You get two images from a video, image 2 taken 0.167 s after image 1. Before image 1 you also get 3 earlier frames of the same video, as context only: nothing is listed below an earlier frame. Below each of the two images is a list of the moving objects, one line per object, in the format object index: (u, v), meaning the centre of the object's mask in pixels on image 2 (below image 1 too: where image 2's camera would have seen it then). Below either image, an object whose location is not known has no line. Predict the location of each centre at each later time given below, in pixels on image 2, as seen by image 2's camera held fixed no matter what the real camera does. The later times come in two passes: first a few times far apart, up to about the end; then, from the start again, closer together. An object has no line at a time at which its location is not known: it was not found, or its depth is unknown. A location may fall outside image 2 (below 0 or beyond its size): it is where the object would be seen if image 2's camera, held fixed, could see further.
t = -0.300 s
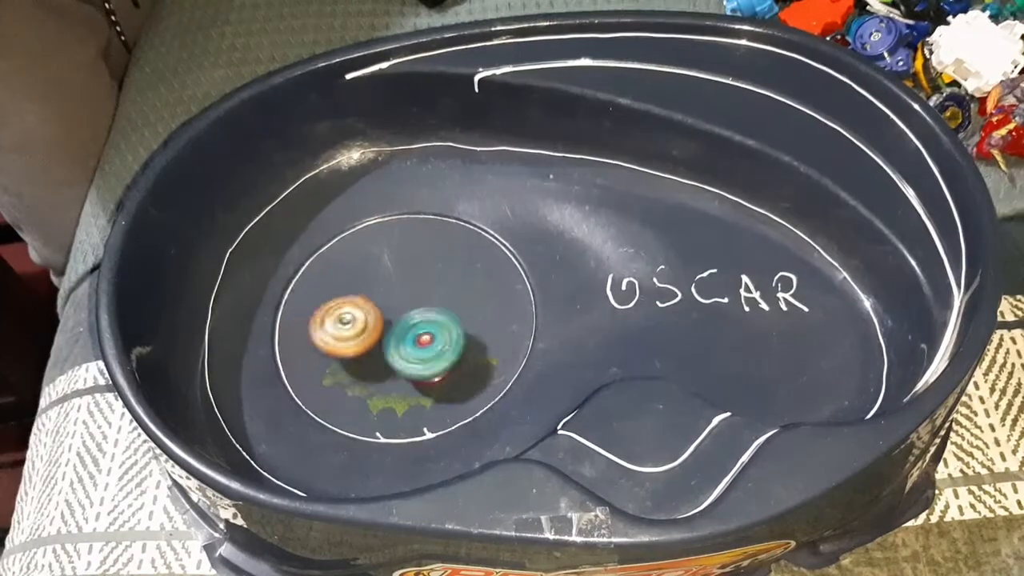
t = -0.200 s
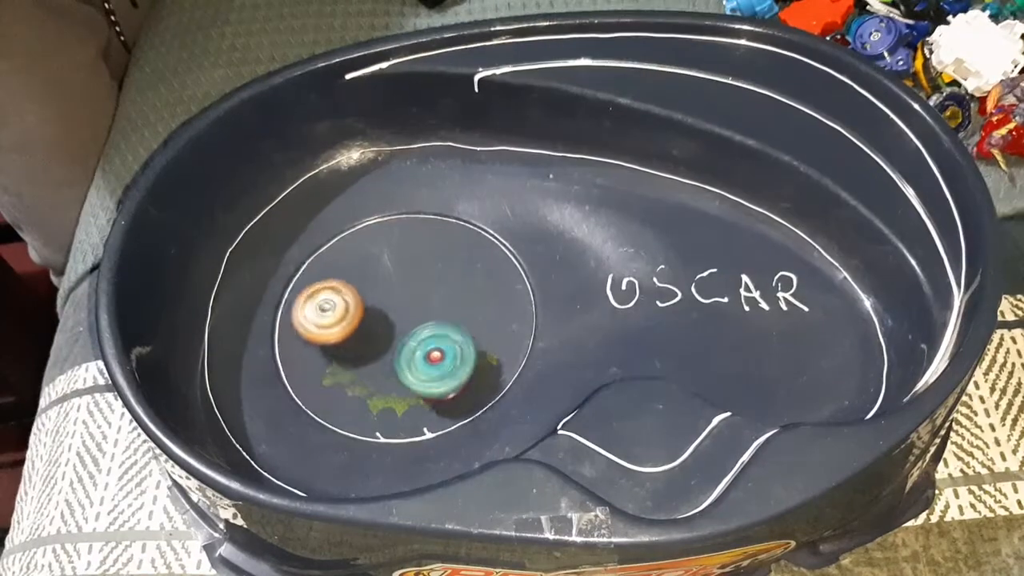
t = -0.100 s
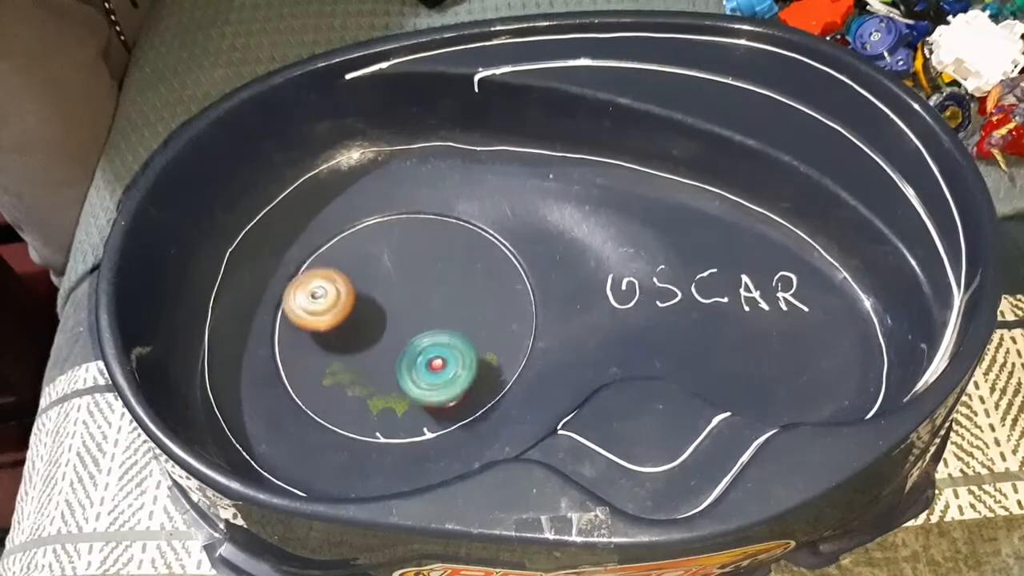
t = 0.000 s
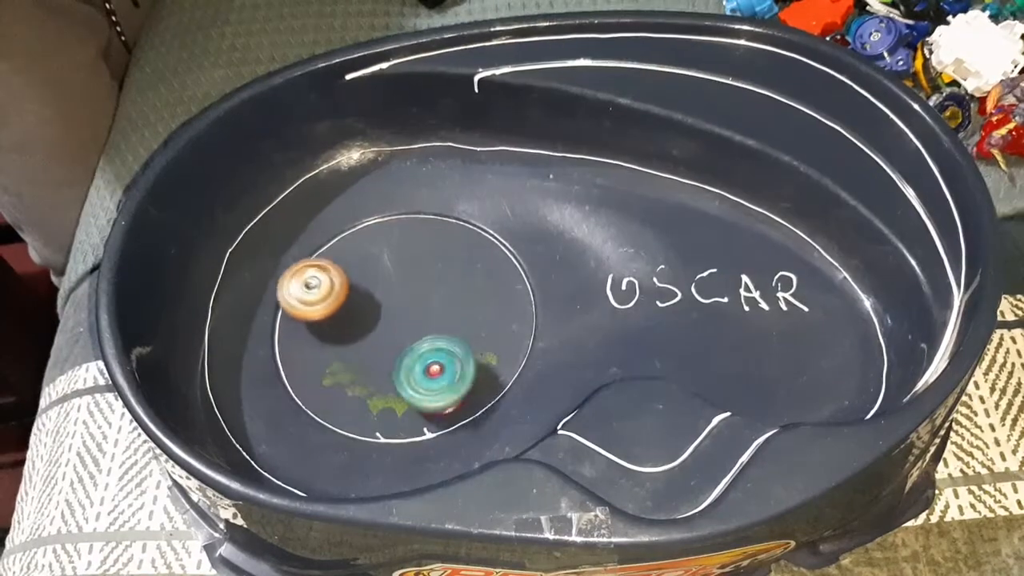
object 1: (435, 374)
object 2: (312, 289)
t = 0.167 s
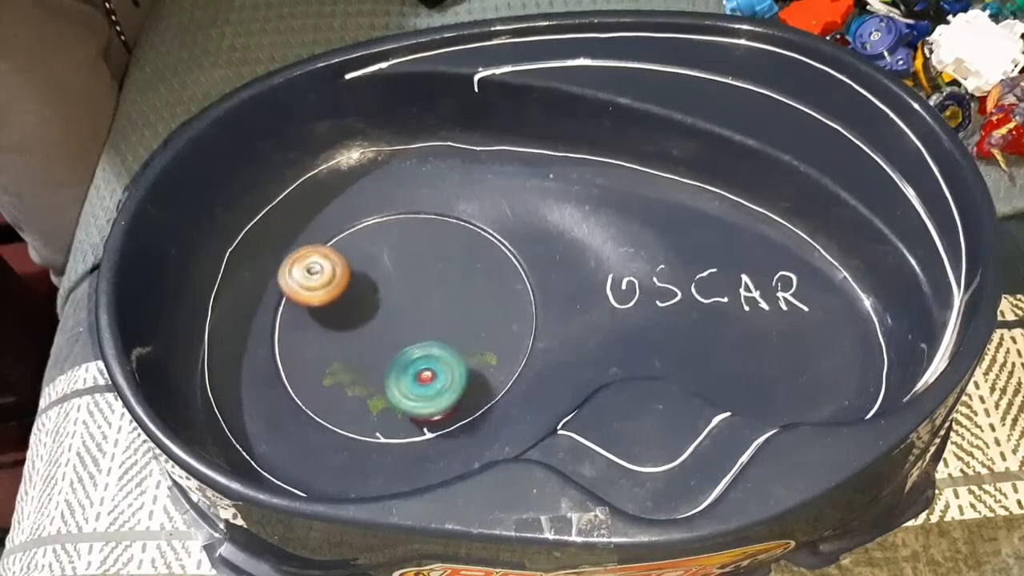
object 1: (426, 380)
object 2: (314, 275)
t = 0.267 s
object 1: (416, 381)
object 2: (322, 275)
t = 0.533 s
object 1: (383, 371)
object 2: (352, 294)
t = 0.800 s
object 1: (368, 390)
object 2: (381, 288)
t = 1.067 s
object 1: (360, 381)
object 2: (413, 302)
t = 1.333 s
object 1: (334, 369)
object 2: (442, 325)
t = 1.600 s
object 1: (318, 355)
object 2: (451, 347)
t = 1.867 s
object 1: (326, 334)
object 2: (423, 366)
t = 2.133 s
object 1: (344, 311)
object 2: (381, 378)
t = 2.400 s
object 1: (368, 300)
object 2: (343, 377)
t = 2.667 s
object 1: (392, 302)
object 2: (324, 357)
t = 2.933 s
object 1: (410, 317)
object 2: (317, 338)
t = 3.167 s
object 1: (413, 337)
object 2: (327, 328)
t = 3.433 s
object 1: (409, 361)
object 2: (336, 319)
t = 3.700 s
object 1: (393, 375)
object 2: (357, 314)
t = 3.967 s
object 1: (378, 386)
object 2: (378, 309)
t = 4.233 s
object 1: (360, 395)
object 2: (395, 304)
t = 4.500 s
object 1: (352, 392)
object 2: (406, 300)
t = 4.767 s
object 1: (342, 376)
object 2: (404, 301)
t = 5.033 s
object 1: (338, 369)
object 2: (406, 300)
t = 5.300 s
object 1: (309, 392)
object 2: (426, 285)
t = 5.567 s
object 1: (322, 389)
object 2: (438, 277)
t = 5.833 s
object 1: (337, 363)
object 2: (421, 297)
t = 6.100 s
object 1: (343, 352)
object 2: (430, 310)
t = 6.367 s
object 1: (345, 351)
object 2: (450, 321)
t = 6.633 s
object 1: (341, 354)
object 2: (459, 331)
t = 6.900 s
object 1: (350, 349)
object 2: (436, 347)
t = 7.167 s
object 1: (324, 342)
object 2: (441, 362)
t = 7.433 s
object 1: (327, 332)
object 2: (416, 377)
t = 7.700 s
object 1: (336, 311)
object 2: (400, 400)
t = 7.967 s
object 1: (350, 293)
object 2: (404, 413)
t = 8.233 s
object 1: (376, 299)
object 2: (398, 390)
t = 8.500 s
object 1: (388, 281)
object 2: (379, 409)
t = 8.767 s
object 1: (388, 278)
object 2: (365, 414)
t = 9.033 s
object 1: (382, 295)
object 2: (355, 391)
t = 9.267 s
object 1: (365, 308)
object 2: (337, 379)
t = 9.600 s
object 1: (368, 290)
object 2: (321, 395)
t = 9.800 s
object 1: (372, 293)
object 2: (335, 385)
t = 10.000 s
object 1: (381, 291)
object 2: (340, 372)
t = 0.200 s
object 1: (423, 381)
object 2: (316, 274)
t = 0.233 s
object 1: (420, 381)
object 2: (319, 274)
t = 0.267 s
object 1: (416, 381)
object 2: (322, 275)
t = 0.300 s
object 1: (413, 381)
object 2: (325, 276)
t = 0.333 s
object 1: (409, 380)
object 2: (329, 277)
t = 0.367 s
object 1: (406, 380)
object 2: (332, 279)
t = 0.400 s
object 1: (401, 379)
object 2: (336, 282)
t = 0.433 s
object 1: (397, 377)
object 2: (339, 285)
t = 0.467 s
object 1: (393, 375)
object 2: (343, 288)
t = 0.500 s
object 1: (388, 373)
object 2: (347, 291)
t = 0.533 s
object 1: (383, 371)
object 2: (352, 294)
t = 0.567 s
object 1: (379, 368)
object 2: (357, 297)
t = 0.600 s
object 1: (375, 368)
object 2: (361, 299)
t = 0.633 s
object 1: (374, 378)
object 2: (362, 292)
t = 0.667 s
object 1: (371, 384)
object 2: (364, 289)
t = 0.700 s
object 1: (369, 387)
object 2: (367, 288)
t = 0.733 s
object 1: (369, 388)
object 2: (372, 287)
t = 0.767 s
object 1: (368, 389)
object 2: (377, 287)
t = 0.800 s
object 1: (368, 390)
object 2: (381, 288)
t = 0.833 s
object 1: (367, 390)
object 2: (386, 288)
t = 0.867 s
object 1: (366, 390)
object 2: (390, 289)
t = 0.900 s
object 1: (365, 390)
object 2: (394, 290)
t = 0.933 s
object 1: (364, 389)
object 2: (398, 292)
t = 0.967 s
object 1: (364, 387)
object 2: (402, 294)
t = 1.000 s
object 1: (363, 385)
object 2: (406, 296)
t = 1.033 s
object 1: (361, 383)
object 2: (409, 299)
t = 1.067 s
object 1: (360, 381)
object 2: (413, 302)
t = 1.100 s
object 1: (358, 379)
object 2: (415, 305)
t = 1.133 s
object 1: (356, 374)
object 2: (420, 312)
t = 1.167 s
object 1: (356, 372)
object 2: (421, 316)
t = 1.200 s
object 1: (355, 368)
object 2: (423, 320)
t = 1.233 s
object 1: (349, 368)
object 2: (429, 321)
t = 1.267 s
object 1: (342, 369)
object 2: (434, 320)
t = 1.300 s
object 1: (337, 370)
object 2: (438, 323)
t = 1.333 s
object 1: (334, 369)
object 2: (442, 325)
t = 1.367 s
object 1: (330, 368)
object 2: (445, 327)
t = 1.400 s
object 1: (327, 367)
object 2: (447, 330)
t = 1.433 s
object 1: (325, 366)
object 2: (449, 333)
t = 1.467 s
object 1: (323, 364)
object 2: (450, 335)
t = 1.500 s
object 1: (321, 362)
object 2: (452, 338)
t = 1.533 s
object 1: (320, 360)
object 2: (452, 341)
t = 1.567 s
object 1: (319, 358)
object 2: (451, 344)
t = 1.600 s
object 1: (318, 355)
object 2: (451, 347)
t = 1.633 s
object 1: (318, 353)
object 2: (449, 350)
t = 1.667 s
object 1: (318, 350)
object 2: (447, 353)
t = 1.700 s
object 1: (318, 348)
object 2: (444, 356)
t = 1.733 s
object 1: (319, 345)
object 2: (441, 358)
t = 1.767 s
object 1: (320, 342)
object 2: (437, 360)
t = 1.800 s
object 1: (322, 340)
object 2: (433, 362)
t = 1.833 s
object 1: (324, 337)
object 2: (428, 364)
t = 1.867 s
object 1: (326, 334)
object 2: (423, 366)
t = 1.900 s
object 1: (329, 331)
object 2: (417, 368)
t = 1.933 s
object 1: (331, 328)
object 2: (411, 369)
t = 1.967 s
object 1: (334, 326)
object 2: (405, 370)
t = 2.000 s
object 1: (337, 323)
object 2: (399, 371)
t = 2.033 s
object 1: (339, 321)
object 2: (394, 373)
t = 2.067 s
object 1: (340, 316)
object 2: (391, 375)
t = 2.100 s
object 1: (342, 314)
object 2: (387, 377)
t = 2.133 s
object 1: (344, 311)
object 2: (381, 378)
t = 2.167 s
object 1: (346, 309)
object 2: (376, 379)
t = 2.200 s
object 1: (349, 307)
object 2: (371, 380)
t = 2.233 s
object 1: (352, 305)
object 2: (366, 381)
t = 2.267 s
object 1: (355, 304)
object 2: (361, 381)
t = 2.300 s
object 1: (358, 303)
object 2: (356, 380)
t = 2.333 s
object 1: (362, 302)
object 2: (351, 380)
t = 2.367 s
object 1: (365, 301)
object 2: (347, 379)
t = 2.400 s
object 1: (368, 300)
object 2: (343, 377)
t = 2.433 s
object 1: (372, 299)
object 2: (339, 376)
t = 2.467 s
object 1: (375, 299)
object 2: (336, 374)
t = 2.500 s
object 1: (378, 298)
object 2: (333, 371)
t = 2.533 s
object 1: (381, 298)
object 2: (330, 369)
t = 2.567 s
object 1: (384, 299)
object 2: (328, 366)
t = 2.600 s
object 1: (387, 299)
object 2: (326, 363)
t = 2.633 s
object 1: (390, 300)
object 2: (324, 360)
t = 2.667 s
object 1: (392, 302)
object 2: (324, 357)
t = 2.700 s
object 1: (394, 303)
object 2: (323, 354)
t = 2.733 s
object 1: (396, 305)
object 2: (323, 350)
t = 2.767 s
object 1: (398, 307)
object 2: (324, 347)
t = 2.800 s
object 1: (402, 308)
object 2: (321, 346)
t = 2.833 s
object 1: (404, 310)
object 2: (320, 344)
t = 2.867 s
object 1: (406, 312)
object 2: (319, 342)
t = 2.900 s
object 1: (408, 315)
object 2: (318, 340)
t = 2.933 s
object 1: (410, 317)
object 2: (317, 338)
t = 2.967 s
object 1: (412, 319)
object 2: (318, 337)
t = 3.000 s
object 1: (413, 322)
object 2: (318, 335)
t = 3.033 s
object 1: (413, 325)
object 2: (319, 333)
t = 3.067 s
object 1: (414, 328)
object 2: (320, 332)
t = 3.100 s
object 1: (414, 331)
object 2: (322, 331)
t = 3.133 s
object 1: (414, 334)
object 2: (324, 330)
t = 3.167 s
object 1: (413, 337)
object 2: (327, 328)
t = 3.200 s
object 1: (413, 340)
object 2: (330, 327)
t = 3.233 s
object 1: (412, 343)
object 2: (334, 327)
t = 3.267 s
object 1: (412, 347)
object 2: (335, 326)
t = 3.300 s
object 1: (413, 350)
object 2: (334, 325)
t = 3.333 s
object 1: (413, 353)
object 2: (334, 322)
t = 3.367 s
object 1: (412, 356)
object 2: (334, 321)
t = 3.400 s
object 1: (411, 359)
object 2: (335, 320)
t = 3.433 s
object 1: (409, 361)
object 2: (336, 319)
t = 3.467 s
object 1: (408, 364)
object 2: (338, 318)
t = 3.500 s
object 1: (406, 366)
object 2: (340, 317)
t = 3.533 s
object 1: (404, 368)
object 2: (342, 316)
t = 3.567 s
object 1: (402, 369)
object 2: (345, 316)
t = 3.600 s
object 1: (399, 371)
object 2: (348, 315)
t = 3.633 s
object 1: (397, 372)
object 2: (351, 315)
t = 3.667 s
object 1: (395, 373)
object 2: (355, 315)
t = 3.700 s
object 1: (393, 375)
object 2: (357, 314)
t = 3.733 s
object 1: (391, 376)
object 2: (360, 313)
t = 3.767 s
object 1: (389, 378)
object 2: (362, 312)
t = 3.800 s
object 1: (387, 379)
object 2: (365, 312)
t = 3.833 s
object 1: (385, 380)
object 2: (368, 312)
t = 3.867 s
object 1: (382, 383)
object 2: (370, 311)
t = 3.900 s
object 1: (381, 385)
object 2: (373, 310)
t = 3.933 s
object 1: (379, 385)
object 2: (375, 309)
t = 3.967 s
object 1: (378, 386)
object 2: (378, 309)
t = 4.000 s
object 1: (377, 386)
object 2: (380, 309)
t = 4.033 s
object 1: (375, 386)
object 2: (382, 310)
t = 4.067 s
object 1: (373, 386)
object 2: (385, 310)
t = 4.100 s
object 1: (372, 385)
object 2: (387, 311)
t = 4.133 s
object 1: (370, 384)
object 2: (389, 312)
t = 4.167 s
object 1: (367, 385)
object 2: (391, 313)
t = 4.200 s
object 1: (363, 392)
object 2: (394, 307)
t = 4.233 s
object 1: (360, 395)
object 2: (395, 304)
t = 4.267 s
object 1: (359, 396)
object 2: (397, 302)
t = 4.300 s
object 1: (358, 397)
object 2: (399, 301)
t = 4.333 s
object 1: (357, 398)
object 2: (401, 300)
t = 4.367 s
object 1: (357, 397)
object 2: (403, 299)
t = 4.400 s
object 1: (355, 397)
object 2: (405, 299)
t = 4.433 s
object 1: (354, 396)
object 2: (406, 299)
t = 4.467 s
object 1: (353, 394)
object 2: (406, 299)
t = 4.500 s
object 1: (352, 392)
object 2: (406, 300)
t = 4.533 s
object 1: (351, 390)
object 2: (406, 300)
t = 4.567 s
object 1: (350, 387)
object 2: (405, 302)
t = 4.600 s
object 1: (350, 384)
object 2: (404, 303)
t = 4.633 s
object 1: (350, 381)
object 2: (402, 304)
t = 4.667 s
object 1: (351, 377)
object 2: (401, 306)
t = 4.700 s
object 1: (351, 373)
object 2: (399, 307)
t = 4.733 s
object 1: (347, 373)
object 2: (400, 307)
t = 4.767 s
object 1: (342, 376)
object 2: (404, 301)
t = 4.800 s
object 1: (340, 376)
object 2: (405, 300)
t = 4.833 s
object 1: (339, 376)
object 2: (406, 299)
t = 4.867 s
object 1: (338, 376)
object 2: (406, 298)
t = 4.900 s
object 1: (338, 375)
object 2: (407, 297)
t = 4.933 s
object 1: (337, 374)
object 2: (407, 297)
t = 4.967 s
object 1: (337, 372)
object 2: (407, 298)
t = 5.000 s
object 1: (338, 370)
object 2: (406, 299)
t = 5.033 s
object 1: (338, 369)
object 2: (406, 300)
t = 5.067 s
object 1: (338, 367)
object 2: (404, 302)
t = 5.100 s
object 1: (339, 364)
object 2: (403, 303)
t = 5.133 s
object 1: (340, 362)
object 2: (401, 306)
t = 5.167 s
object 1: (341, 360)
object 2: (400, 308)
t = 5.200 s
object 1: (328, 370)
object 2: (409, 299)
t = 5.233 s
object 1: (316, 383)
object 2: (418, 291)
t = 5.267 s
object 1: (312, 389)
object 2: (422, 287)
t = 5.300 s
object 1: (309, 392)
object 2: (426, 285)
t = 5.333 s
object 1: (314, 392)
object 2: (429, 283)
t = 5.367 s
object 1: (320, 392)
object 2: (432, 281)
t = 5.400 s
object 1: (323, 392)
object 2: (434, 279)
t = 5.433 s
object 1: (324, 392)
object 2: (435, 278)
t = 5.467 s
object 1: (323, 392)
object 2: (437, 277)
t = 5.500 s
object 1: (323, 391)
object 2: (437, 277)
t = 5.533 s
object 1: (322, 390)
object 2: (437, 277)
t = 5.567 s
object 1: (322, 389)
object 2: (438, 277)
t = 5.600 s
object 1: (323, 387)
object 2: (437, 279)
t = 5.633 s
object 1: (324, 384)
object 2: (435, 280)
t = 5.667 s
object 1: (326, 381)
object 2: (433, 282)
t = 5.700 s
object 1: (327, 379)
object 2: (431, 284)
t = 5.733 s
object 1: (328, 375)
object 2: (430, 287)
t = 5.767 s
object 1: (330, 371)
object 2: (427, 290)
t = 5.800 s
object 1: (334, 368)
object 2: (424, 293)
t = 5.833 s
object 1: (337, 363)
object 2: (421, 297)
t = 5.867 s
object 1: (340, 360)
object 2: (419, 300)
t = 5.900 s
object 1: (344, 356)
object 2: (416, 305)
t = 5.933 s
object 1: (344, 353)
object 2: (415, 308)
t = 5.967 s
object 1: (340, 355)
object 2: (422, 304)
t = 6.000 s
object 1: (341, 354)
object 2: (424, 304)
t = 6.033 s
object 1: (342, 353)
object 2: (426, 306)
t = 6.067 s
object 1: (343, 352)
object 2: (428, 308)
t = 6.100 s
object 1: (343, 352)
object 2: (430, 310)
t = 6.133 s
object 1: (345, 351)
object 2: (431, 311)
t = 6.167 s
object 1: (348, 350)
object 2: (432, 313)
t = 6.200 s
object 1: (349, 350)
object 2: (433, 315)
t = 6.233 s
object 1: (352, 349)
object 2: (434, 318)
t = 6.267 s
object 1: (354, 348)
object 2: (434, 321)
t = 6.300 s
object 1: (351, 349)
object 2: (440, 321)
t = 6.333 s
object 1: (347, 349)
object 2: (447, 320)
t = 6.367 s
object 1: (345, 351)
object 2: (450, 321)
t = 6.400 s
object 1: (344, 351)
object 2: (453, 323)
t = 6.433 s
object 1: (343, 352)
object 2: (455, 324)
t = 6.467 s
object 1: (342, 353)
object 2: (457, 325)
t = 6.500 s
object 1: (342, 354)
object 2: (459, 326)
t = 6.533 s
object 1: (341, 354)
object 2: (460, 328)
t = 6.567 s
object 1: (341, 354)
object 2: (460, 329)
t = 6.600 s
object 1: (341, 354)
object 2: (460, 329)
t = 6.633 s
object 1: (341, 354)
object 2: (459, 331)
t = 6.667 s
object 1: (342, 354)
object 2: (458, 334)
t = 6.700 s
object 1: (342, 353)
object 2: (455, 335)
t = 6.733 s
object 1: (343, 353)
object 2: (453, 336)
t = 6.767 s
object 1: (345, 352)
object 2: (450, 338)
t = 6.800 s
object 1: (346, 351)
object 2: (447, 341)
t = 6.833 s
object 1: (348, 351)
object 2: (442, 342)
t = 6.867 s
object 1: (349, 350)
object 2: (438, 344)
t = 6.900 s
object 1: (350, 349)
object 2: (436, 347)
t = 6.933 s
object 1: (342, 348)
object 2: (442, 348)
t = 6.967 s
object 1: (337, 347)
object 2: (443, 348)
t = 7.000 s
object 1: (333, 347)
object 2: (444, 350)
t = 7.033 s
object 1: (331, 346)
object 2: (445, 353)
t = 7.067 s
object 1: (329, 346)
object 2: (444, 356)
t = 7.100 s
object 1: (327, 344)
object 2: (443, 358)
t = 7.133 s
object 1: (324, 343)
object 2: (442, 360)
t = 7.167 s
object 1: (324, 342)
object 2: (441, 362)
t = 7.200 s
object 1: (323, 341)
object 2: (439, 365)
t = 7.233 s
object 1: (323, 340)
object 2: (436, 366)
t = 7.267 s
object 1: (321, 339)
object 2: (434, 368)
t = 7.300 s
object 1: (323, 337)
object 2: (431, 370)
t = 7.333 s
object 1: (324, 336)
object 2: (427, 372)
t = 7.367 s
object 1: (324, 334)
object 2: (424, 373)
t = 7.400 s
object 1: (324, 333)
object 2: (420, 375)
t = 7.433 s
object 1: (327, 332)
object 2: (416, 377)
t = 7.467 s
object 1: (330, 331)
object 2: (411, 378)
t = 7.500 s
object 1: (331, 329)
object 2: (406, 378)
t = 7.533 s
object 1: (333, 329)
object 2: (402, 380)
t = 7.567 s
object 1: (337, 329)
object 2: (397, 381)
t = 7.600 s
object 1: (340, 328)
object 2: (392, 382)
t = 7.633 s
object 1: (338, 321)
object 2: (396, 390)
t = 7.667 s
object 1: (337, 314)
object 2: (399, 397)
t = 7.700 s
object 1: (336, 311)
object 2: (400, 400)
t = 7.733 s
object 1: (337, 307)
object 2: (399, 402)
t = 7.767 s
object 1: (338, 303)
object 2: (399, 406)
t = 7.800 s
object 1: (338, 301)
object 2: (399, 409)
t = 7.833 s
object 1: (340, 298)
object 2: (400, 412)
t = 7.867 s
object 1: (343, 297)
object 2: (402, 415)
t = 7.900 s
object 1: (344, 294)
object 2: (402, 414)
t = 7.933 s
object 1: (347, 293)
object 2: (403, 414)
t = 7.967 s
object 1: (350, 293)
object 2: (404, 413)
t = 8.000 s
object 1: (353, 291)
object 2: (404, 411)
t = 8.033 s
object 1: (357, 292)
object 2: (405, 409)
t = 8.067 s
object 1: (360, 293)
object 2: (405, 407)
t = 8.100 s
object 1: (363, 292)
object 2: (404, 404)
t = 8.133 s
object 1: (367, 293)
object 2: (404, 400)
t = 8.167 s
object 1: (370, 295)
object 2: (402, 397)
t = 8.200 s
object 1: (374, 297)
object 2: (400, 394)
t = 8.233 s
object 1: (376, 299)
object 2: (398, 390)
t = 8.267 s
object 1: (379, 302)
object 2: (396, 386)
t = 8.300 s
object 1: (382, 304)
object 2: (393, 382)
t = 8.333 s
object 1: (383, 308)
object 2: (390, 379)
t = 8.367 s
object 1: (386, 300)
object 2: (390, 389)
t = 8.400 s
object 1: (388, 291)
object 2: (389, 399)
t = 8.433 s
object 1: (387, 286)
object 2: (388, 402)
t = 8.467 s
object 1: (387, 284)
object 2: (383, 405)
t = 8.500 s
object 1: (388, 281)
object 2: (379, 409)
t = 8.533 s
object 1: (387, 280)
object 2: (377, 411)
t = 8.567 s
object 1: (387, 278)
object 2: (373, 414)
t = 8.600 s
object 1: (388, 277)
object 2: (370, 417)
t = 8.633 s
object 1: (387, 277)
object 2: (371, 416)
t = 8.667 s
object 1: (387, 277)
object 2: (368, 414)
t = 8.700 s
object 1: (388, 276)
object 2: (367, 414)
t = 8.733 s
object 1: (388, 276)
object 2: (366, 414)
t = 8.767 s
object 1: (388, 278)
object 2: (365, 414)
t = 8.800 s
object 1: (388, 278)
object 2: (365, 412)
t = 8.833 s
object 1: (388, 280)
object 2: (363, 410)
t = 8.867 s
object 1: (388, 282)
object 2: (362, 407)
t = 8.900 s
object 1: (387, 284)
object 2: (362, 405)
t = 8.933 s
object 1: (386, 286)
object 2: (360, 401)
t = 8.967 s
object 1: (385, 289)
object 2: (359, 399)
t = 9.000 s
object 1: (383, 291)
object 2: (357, 395)
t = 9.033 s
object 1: (382, 295)
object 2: (355, 391)
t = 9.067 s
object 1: (380, 298)
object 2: (354, 388)
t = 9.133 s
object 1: (373, 305)
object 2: (350, 380)
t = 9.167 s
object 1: (370, 307)
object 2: (346, 378)
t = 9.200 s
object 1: (369, 307)
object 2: (345, 380)
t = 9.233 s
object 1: (367, 310)
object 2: (341, 379)
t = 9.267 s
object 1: (365, 308)
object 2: (337, 379)
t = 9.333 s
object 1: (368, 302)
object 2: (324, 388)
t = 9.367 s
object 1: (366, 299)
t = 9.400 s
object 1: (365, 296)
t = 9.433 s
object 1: (366, 294)
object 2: (315, 395)
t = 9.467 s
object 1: (366, 294)
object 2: (317, 394)
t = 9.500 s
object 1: (366, 293)
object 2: (317, 393)
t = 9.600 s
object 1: (368, 290)
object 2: (321, 395)
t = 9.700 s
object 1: (370, 290)
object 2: (328, 392)
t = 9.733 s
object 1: (371, 291)
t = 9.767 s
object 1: (372, 292)
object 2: (333, 388)
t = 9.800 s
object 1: (372, 293)
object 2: (335, 385)
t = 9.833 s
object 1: (372, 297)
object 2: (338, 381)
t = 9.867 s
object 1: (373, 298)
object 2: (340, 378)
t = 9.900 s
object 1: (372, 301)
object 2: (343, 372)
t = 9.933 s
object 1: (377, 298)
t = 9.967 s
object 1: (378, 292)
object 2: (340, 372)
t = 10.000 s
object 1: (381, 291)
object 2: (340, 372)
